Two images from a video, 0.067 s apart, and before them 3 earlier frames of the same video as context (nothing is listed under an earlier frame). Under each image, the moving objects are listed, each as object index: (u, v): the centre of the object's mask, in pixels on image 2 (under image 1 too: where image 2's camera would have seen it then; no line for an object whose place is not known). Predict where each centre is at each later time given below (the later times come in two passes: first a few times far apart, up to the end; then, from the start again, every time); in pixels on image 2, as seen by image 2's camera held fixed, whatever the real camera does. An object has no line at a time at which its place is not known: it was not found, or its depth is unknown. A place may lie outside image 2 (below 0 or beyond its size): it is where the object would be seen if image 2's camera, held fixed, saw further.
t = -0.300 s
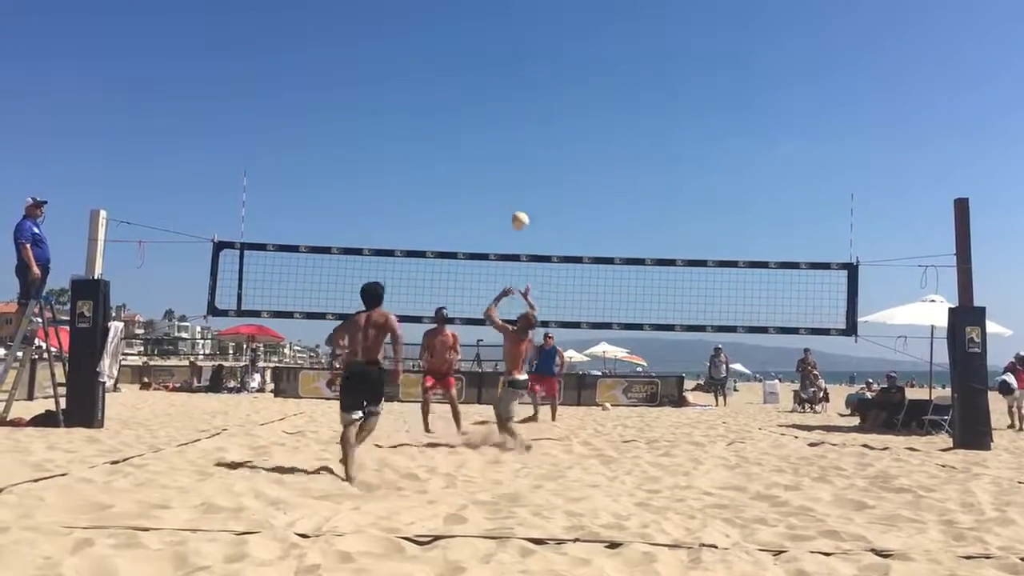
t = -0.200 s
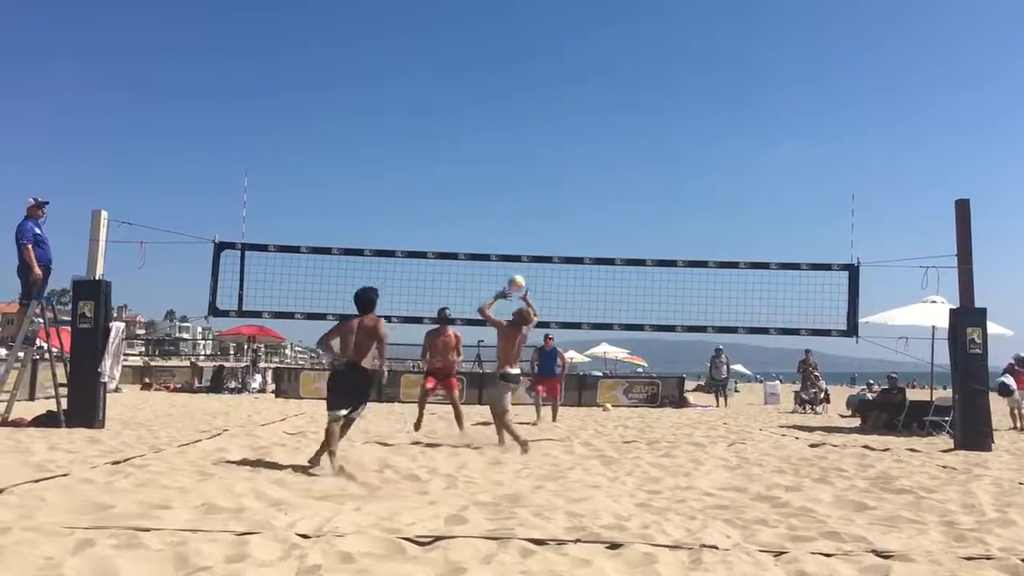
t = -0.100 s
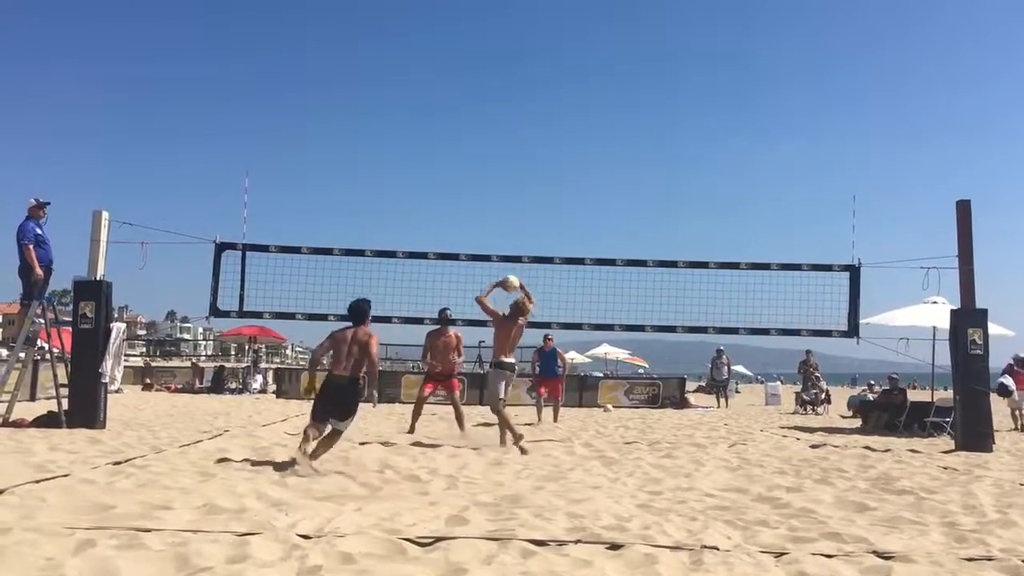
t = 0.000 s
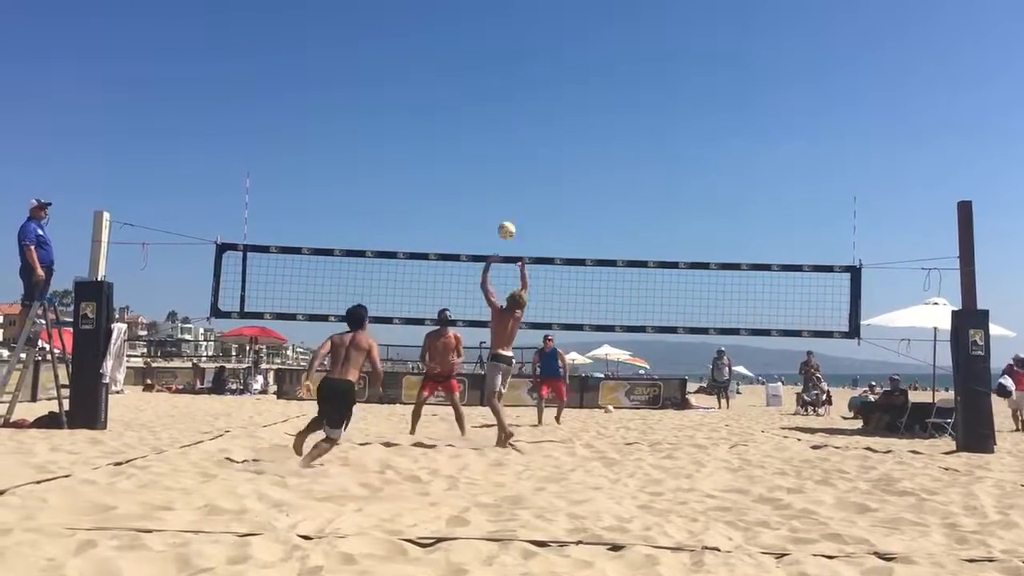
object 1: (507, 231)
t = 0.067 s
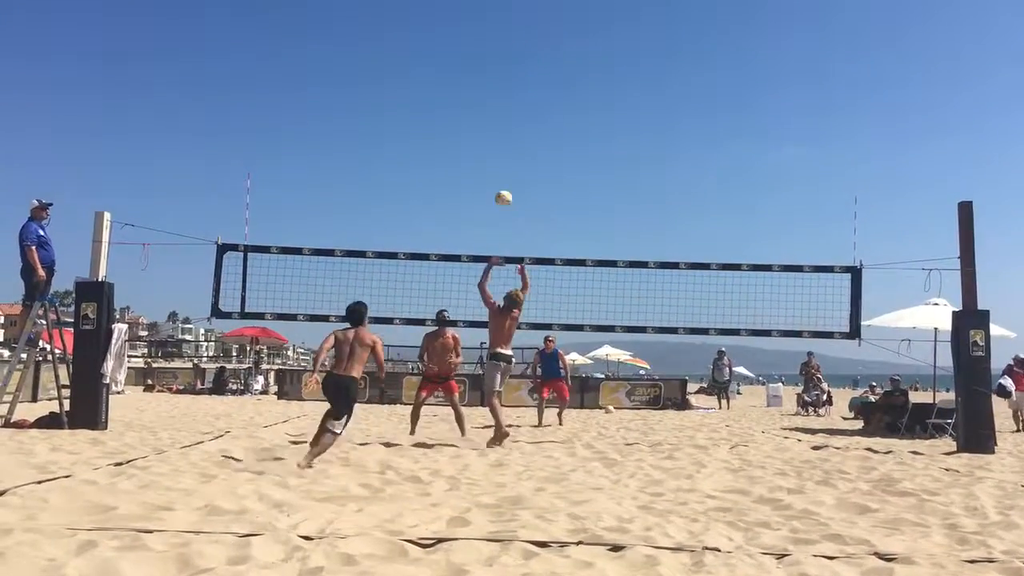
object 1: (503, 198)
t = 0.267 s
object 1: (493, 126)
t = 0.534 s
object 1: (477, 80)
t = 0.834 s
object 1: (455, 96)
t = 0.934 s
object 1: (446, 118)
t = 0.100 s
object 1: (501, 184)
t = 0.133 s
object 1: (500, 171)
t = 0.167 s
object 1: (498, 158)
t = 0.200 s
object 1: (497, 146)
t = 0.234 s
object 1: (495, 136)
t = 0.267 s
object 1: (493, 126)
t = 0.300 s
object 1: (492, 117)
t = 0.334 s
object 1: (490, 109)
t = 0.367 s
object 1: (489, 102)
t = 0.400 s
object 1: (485, 96)
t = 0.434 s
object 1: (483, 91)
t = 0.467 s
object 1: (481, 87)
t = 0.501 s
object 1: (479, 83)
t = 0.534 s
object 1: (477, 80)
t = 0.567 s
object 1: (474, 79)
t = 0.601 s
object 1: (472, 78)
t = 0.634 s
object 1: (470, 78)
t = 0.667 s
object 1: (467, 78)
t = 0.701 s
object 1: (465, 80)
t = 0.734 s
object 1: (464, 83)
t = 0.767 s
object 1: (460, 86)
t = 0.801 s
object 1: (458, 91)
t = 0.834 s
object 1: (455, 96)
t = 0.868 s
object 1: (452, 103)
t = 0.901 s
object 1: (449, 110)
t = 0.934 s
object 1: (446, 118)
